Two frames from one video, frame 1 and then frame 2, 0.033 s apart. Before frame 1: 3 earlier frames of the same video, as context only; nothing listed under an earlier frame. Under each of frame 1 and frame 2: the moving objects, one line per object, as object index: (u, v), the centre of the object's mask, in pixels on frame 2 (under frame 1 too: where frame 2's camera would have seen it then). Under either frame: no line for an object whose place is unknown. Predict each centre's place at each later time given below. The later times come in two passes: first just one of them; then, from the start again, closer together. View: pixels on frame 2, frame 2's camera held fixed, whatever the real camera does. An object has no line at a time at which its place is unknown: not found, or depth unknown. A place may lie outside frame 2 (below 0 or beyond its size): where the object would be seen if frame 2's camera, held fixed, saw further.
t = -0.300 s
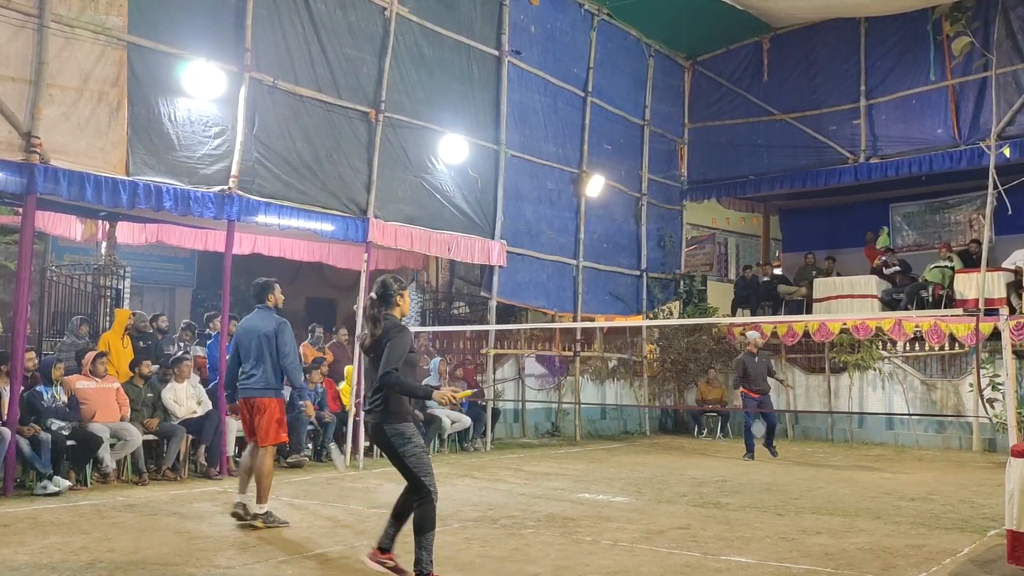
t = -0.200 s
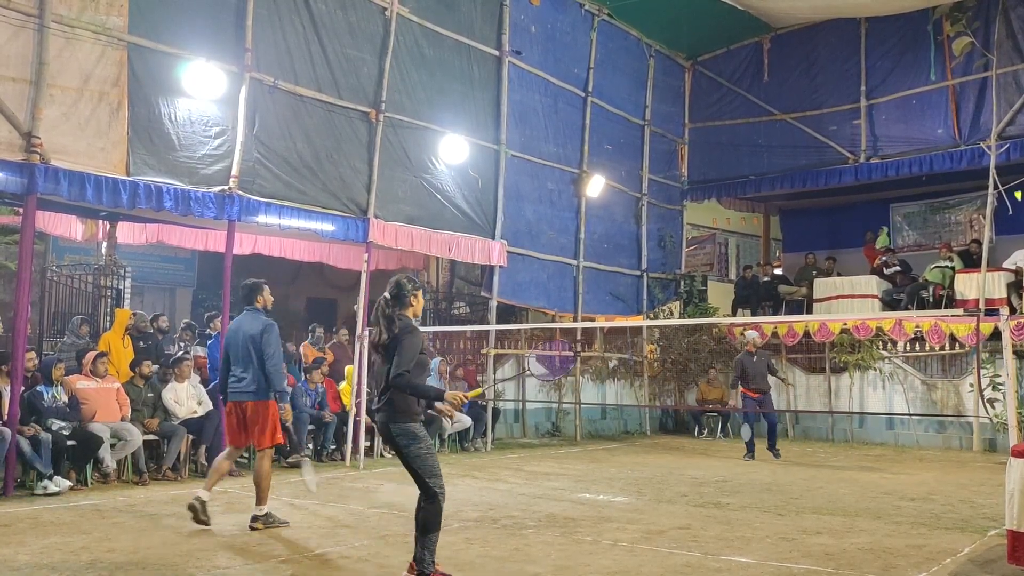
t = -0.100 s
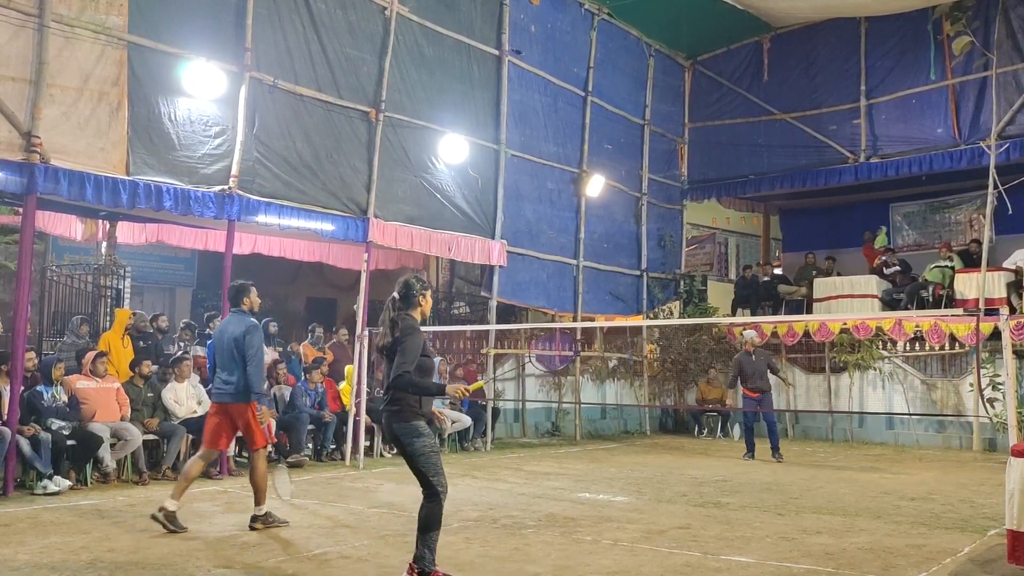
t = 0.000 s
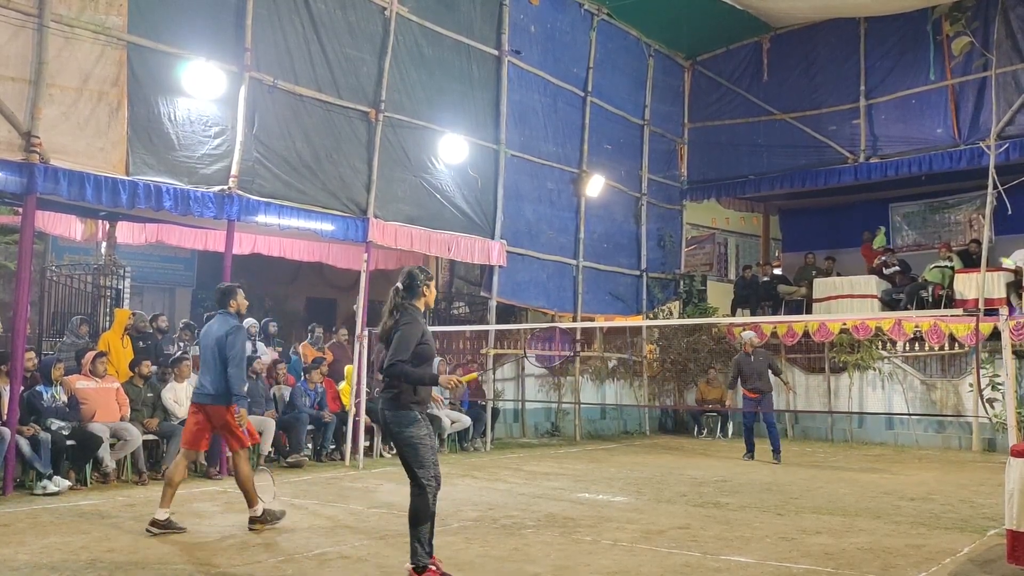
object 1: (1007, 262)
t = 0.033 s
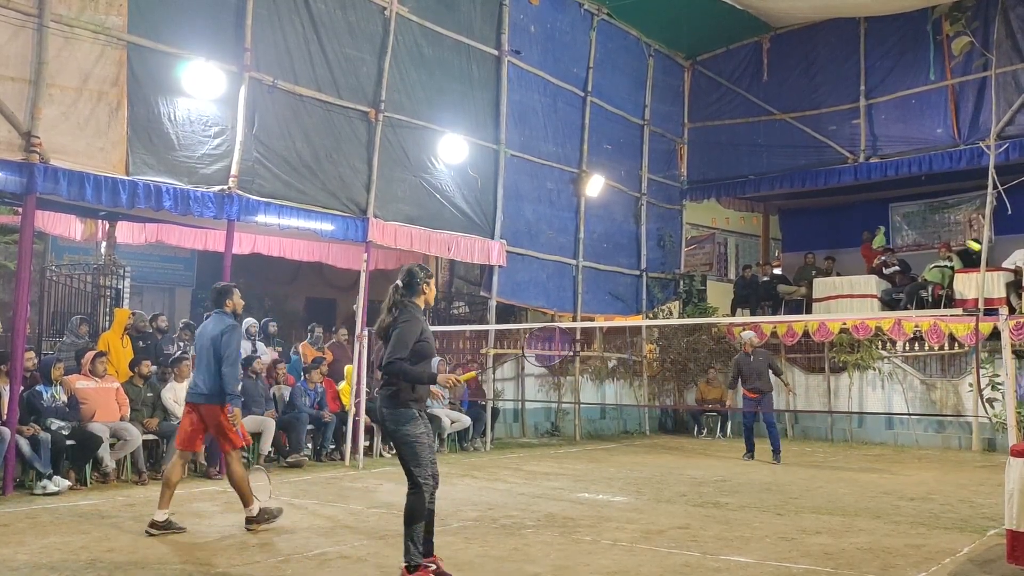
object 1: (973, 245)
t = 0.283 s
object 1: (770, 172)
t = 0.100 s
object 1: (913, 216)
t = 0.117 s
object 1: (899, 210)
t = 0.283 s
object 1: (770, 172)
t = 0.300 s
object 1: (757, 170)
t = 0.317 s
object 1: (745, 169)
